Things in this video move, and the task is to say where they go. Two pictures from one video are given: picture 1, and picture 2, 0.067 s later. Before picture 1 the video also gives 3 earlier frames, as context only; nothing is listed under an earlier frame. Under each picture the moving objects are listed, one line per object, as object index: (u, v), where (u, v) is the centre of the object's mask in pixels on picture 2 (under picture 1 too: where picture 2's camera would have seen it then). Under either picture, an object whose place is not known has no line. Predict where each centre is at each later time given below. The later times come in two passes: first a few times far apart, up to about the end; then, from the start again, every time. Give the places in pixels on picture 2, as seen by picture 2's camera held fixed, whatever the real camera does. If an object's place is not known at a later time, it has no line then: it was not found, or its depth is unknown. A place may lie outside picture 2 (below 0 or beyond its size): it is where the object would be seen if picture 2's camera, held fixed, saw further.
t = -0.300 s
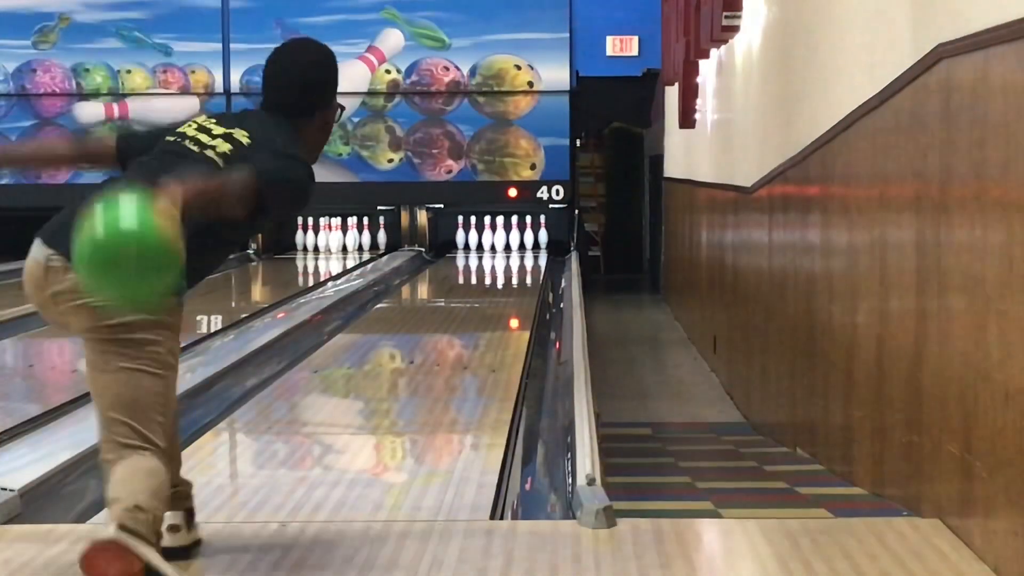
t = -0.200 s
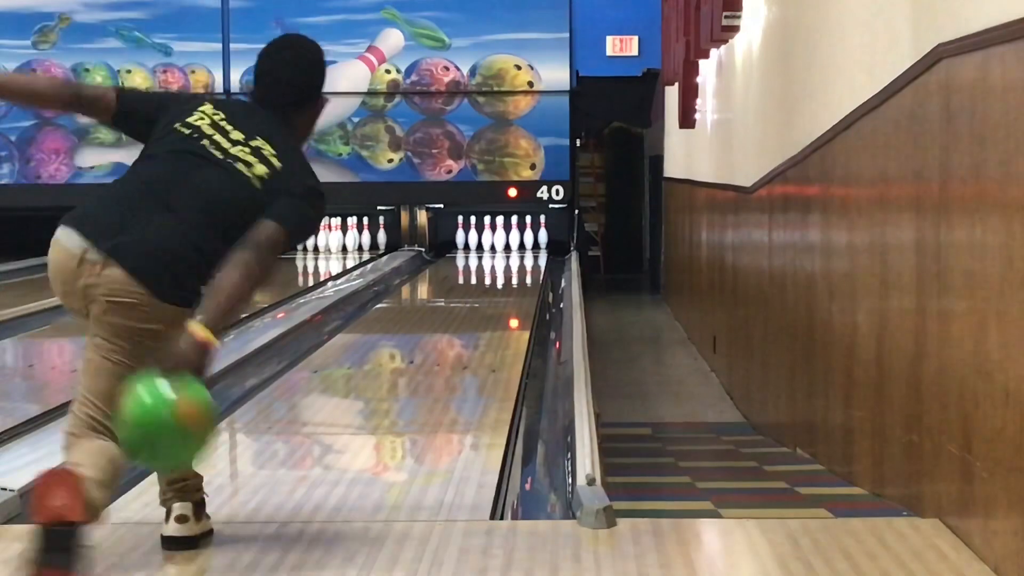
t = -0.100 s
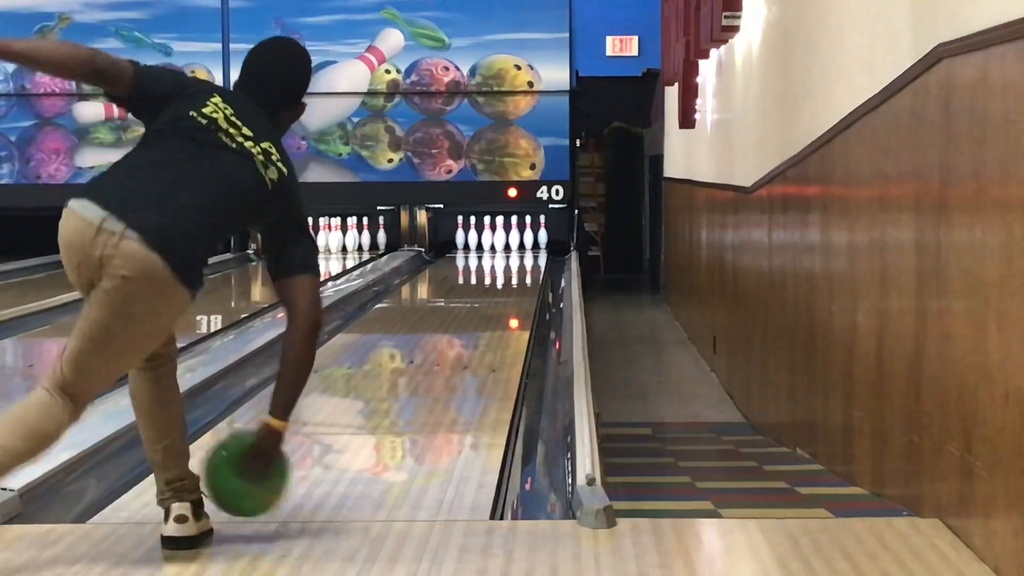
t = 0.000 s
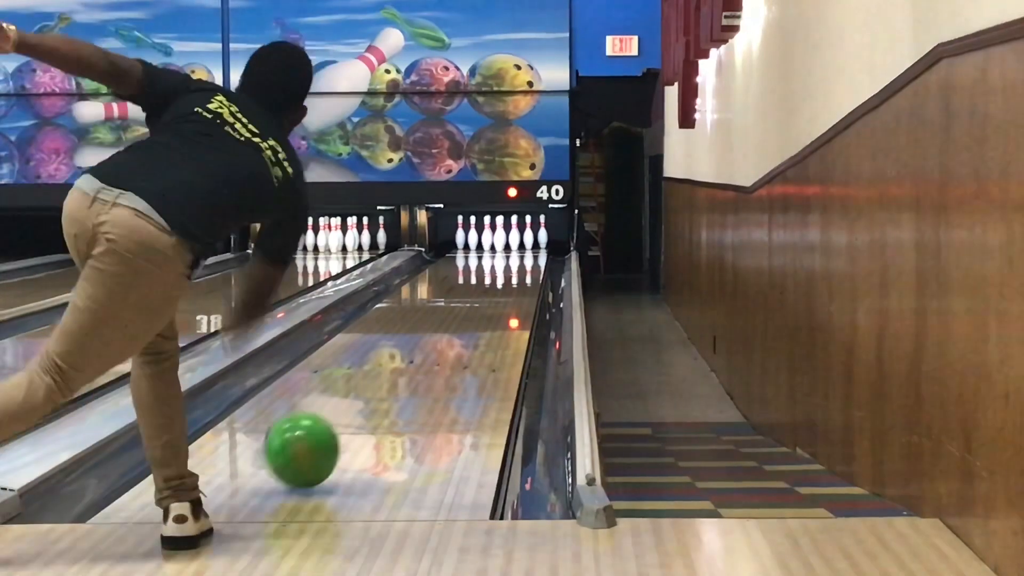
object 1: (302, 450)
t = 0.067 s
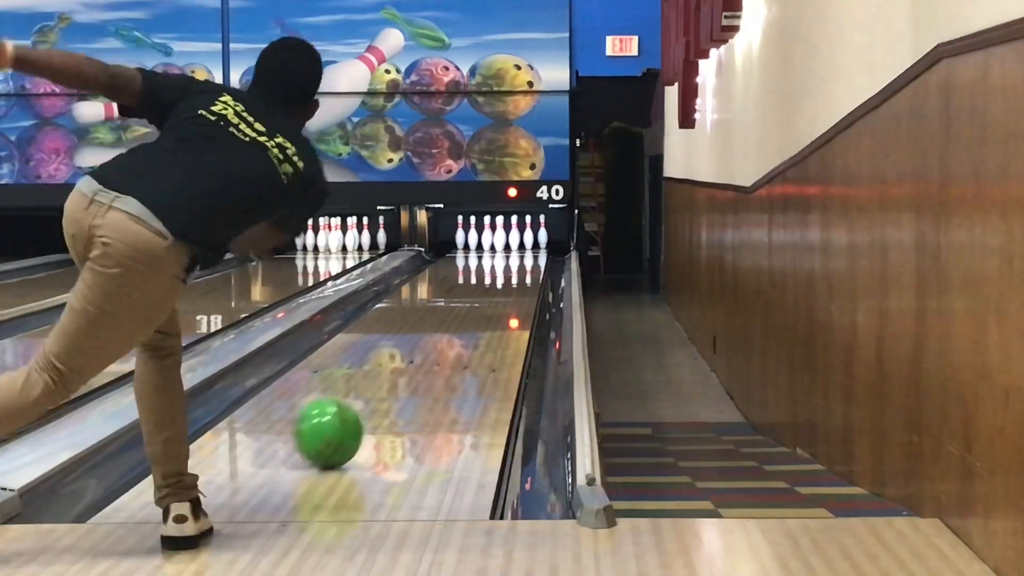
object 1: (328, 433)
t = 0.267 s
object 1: (387, 386)
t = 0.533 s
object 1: (437, 342)
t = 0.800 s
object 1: (468, 312)
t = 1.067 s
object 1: (490, 292)
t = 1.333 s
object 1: (504, 277)
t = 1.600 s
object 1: (515, 265)
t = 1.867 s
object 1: (518, 255)
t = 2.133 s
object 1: (514, 248)
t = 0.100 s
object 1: (340, 423)
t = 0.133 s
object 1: (351, 415)
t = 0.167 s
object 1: (360, 406)
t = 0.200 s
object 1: (370, 399)
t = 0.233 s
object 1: (379, 392)
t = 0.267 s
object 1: (387, 386)
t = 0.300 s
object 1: (393, 378)
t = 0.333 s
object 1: (401, 372)
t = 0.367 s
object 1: (408, 367)
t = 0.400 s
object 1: (414, 361)
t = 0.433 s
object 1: (420, 356)
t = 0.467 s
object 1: (426, 351)
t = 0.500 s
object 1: (431, 346)
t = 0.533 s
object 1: (437, 342)
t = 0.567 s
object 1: (441, 338)
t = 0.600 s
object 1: (446, 333)
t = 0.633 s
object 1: (450, 329)
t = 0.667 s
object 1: (454, 326)
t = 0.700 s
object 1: (458, 322)
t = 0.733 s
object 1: (462, 319)
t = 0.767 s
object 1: (464, 316)
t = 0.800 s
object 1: (468, 312)
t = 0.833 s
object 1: (472, 310)
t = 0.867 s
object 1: (474, 307)
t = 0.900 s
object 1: (478, 304)
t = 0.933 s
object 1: (480, 302)
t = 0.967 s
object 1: (483, 299)
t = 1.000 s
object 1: (485, 297)
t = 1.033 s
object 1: (487, 294)
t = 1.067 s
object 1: (490, 292)
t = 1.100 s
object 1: (492, 290)
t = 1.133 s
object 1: (494, 287)
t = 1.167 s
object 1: (496, 286)
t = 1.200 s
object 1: (498, 284)
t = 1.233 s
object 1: (499, 283)
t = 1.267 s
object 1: (502, 280)
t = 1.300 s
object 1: (503, 279)
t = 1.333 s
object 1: (504, 277)
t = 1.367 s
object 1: (506, 275)
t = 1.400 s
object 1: (508, 273)
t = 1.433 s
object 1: (510, 272)
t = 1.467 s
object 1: (511, 270)
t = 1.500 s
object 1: (512, 269)
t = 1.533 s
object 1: (513, 268)
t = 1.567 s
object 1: (514, 266)
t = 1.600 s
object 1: (515, 265)
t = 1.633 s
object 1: (515, 265)
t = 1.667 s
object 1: (516, 263)
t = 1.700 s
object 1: (517, 261)
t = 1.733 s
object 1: (517, 260)
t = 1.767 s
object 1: (518, 259)
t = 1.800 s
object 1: (518, 257)
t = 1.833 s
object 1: (518, 256)
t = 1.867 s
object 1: (518, 255)
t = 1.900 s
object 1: (518, 254)
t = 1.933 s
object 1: (517, 253)
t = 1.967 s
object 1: (517, 252)
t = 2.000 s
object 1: (516, 251)
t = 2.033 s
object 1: (516, 250)
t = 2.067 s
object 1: (515, 249)
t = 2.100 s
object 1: (514, 249)
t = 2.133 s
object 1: (514, 248)
